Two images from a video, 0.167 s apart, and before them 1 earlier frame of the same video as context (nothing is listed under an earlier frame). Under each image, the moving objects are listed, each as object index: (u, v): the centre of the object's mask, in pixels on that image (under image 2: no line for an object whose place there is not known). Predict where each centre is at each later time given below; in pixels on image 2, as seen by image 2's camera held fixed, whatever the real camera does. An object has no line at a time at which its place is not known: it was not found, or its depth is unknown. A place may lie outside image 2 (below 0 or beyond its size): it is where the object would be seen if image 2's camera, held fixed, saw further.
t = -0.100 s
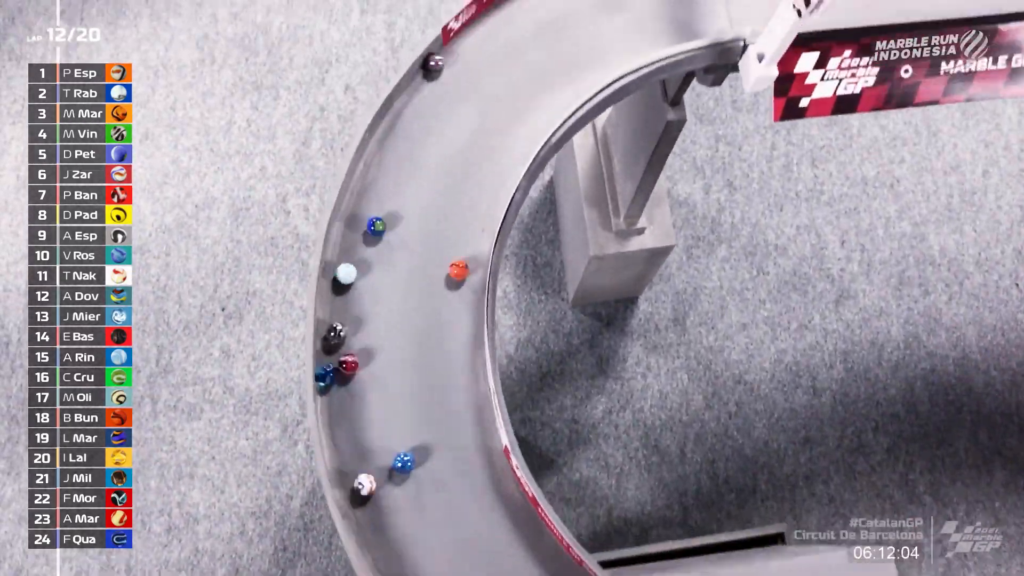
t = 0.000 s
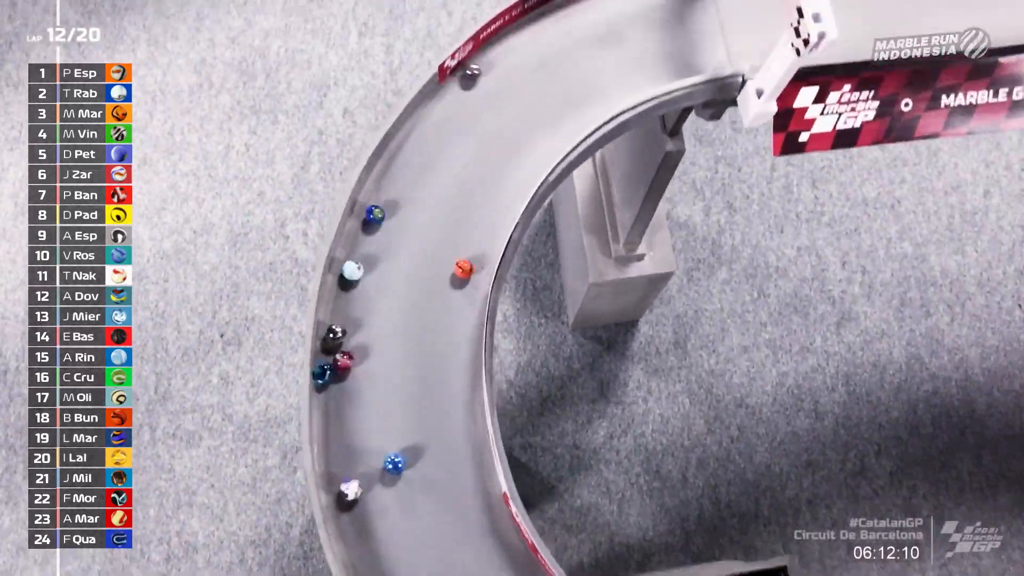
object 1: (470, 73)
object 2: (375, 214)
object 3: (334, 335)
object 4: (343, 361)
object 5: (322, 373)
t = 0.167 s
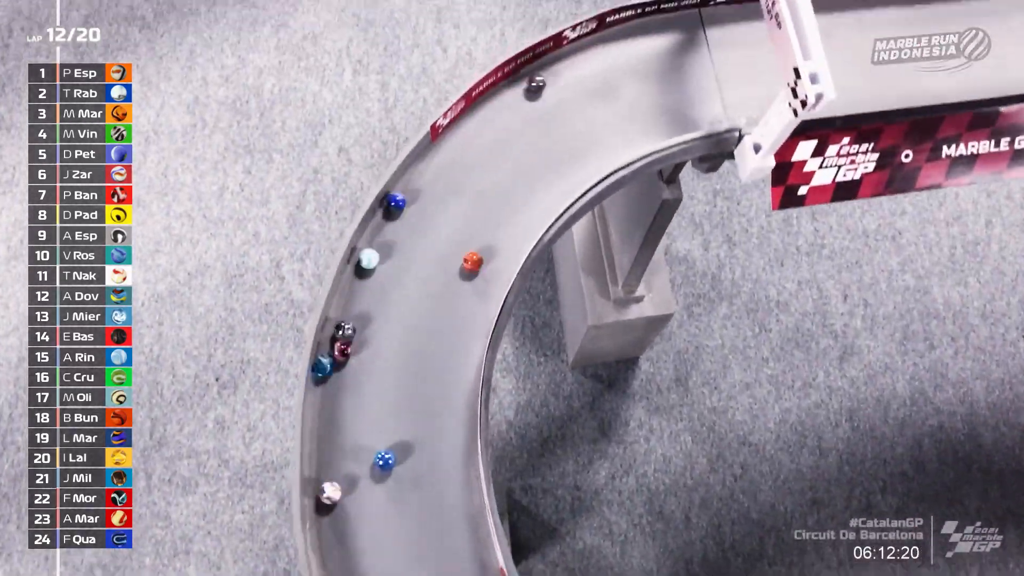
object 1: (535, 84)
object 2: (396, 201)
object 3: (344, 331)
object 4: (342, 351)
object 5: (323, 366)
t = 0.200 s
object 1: (550, 76)
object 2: (404, 190)
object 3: (348, 320)
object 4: (343, 338)
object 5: (324, 353)
